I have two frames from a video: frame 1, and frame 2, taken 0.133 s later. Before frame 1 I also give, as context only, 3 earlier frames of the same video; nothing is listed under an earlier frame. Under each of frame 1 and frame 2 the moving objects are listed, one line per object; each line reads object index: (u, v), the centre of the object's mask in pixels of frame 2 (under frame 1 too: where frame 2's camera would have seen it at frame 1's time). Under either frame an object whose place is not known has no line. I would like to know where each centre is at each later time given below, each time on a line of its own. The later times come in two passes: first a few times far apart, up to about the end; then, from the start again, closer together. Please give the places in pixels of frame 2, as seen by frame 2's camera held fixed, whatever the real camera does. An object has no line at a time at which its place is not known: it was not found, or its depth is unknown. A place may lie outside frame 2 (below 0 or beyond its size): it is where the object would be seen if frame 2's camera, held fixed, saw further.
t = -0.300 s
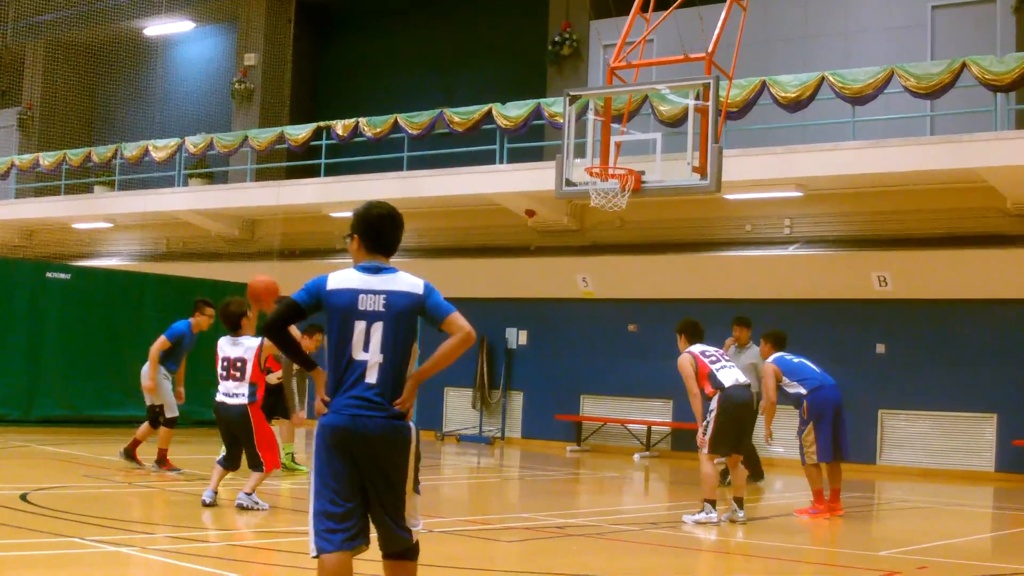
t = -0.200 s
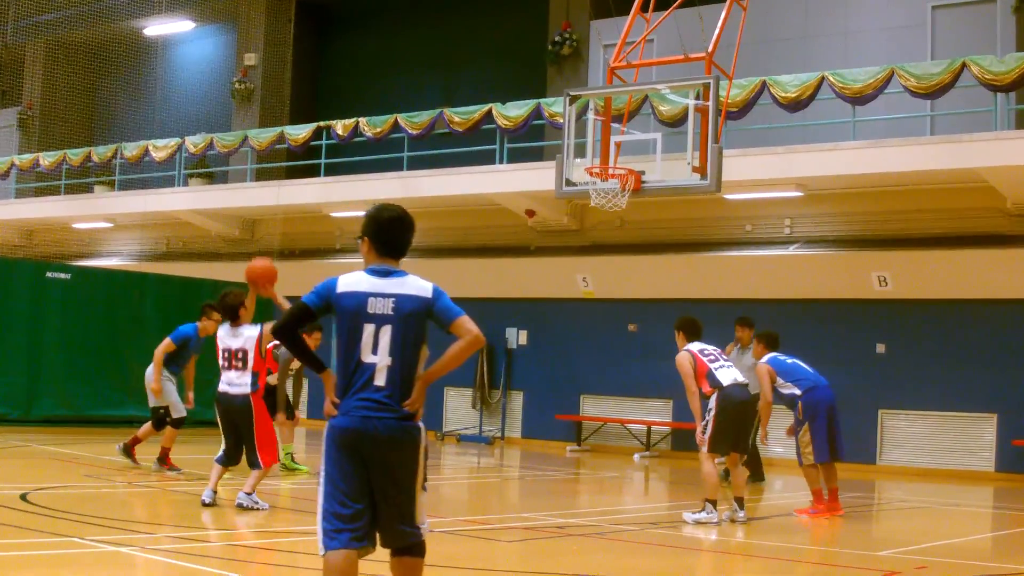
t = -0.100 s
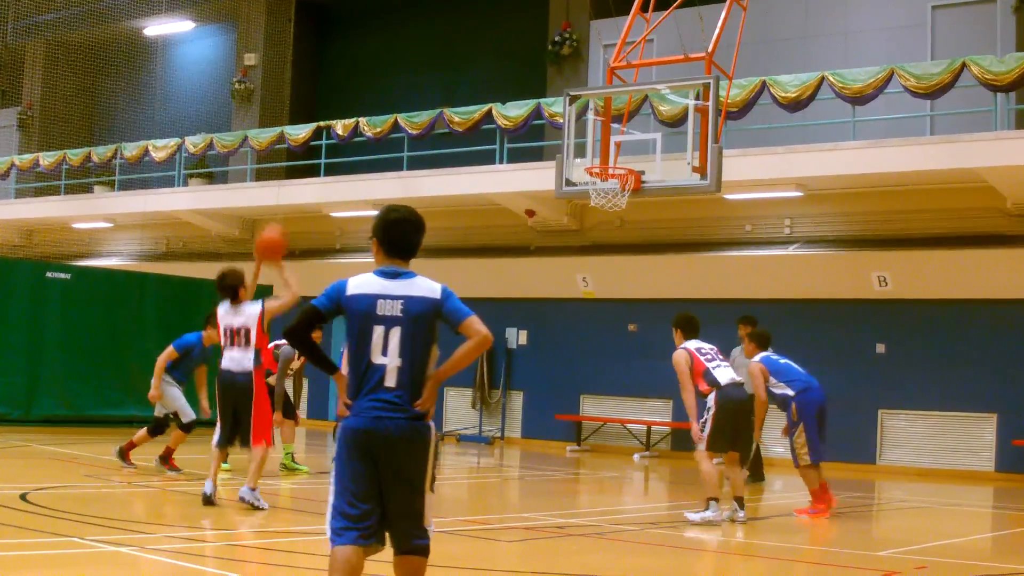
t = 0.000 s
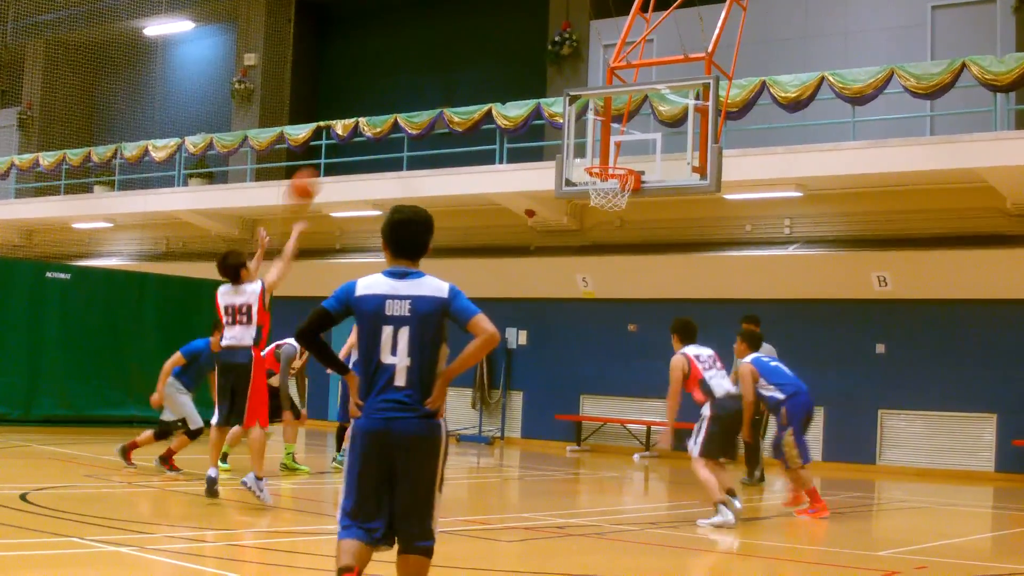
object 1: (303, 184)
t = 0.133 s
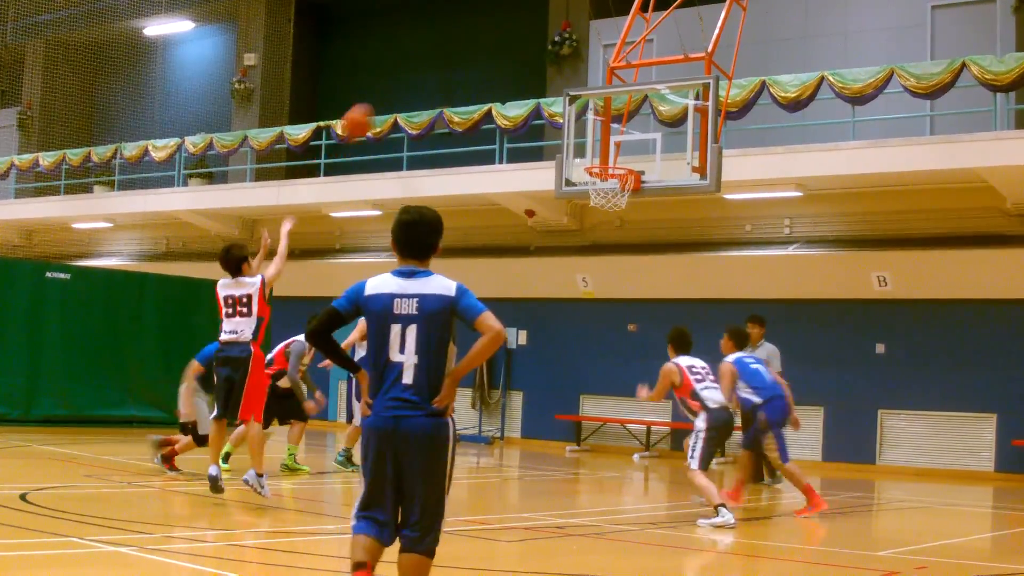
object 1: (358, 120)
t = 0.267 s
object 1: (408, 80)
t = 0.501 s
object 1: (488, 57)
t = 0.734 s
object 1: (554, 89)
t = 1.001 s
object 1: (612, 143)
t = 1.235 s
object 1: (635, 148)
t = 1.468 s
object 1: (634, 154)
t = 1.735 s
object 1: (624, 154)
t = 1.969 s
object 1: (619, 173)
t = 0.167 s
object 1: (371, 107)
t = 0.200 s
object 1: (383, 98)
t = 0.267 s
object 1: (408, 80)
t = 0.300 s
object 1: (420, 73)
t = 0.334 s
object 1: (432, 67)
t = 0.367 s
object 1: (444, 63)
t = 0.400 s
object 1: (455, 59)
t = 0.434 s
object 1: (467, 57)
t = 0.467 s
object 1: (477, 56)
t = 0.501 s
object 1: (488, 57)
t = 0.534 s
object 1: (498, 58)
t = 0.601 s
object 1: (519, 65)
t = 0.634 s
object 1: (528, 70)
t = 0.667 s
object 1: (536, 76)
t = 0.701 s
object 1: (546, 82)
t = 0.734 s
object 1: (554, 89)
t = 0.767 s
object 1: (565, 100)
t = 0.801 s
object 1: (574, 112)
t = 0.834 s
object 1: (583, 122)
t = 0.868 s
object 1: (590, 135)
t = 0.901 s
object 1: (600, 152)
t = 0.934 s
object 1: (605, 152)
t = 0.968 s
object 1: (608, 147)
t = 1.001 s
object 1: (612, 143)
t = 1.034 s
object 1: (615, 141)
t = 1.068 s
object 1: (619, 139)
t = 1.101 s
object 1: (622, 138)
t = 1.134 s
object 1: (625, 139)
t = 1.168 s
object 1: (629, 142)
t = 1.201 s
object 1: (632, 145)
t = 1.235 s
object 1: (635, 148)
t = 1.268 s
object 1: (639, 153)
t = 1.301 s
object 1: (638, 156)
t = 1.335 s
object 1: (637, 157)
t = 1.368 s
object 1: (636, 157)
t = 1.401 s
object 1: (635, 155)
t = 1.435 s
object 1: (635, 154)
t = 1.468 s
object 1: (634, 154)
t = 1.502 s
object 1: (633, 155)
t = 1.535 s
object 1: (632, 156)
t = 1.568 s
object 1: (631, 154)
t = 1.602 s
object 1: (629, 153)
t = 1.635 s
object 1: (628, 153)
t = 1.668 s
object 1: (627, 153)
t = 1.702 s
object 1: (626, 154)
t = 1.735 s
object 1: (624, 154)
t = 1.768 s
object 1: (624, 154)
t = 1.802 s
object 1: (623, 154)
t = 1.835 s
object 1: (623, 155)
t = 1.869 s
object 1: (622, 158)
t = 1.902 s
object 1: (621, 161)
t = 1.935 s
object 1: (619, 166)
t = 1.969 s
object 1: (619, 173)
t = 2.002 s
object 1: (619, 180)
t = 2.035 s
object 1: (618, 187)
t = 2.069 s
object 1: (616, 197)
